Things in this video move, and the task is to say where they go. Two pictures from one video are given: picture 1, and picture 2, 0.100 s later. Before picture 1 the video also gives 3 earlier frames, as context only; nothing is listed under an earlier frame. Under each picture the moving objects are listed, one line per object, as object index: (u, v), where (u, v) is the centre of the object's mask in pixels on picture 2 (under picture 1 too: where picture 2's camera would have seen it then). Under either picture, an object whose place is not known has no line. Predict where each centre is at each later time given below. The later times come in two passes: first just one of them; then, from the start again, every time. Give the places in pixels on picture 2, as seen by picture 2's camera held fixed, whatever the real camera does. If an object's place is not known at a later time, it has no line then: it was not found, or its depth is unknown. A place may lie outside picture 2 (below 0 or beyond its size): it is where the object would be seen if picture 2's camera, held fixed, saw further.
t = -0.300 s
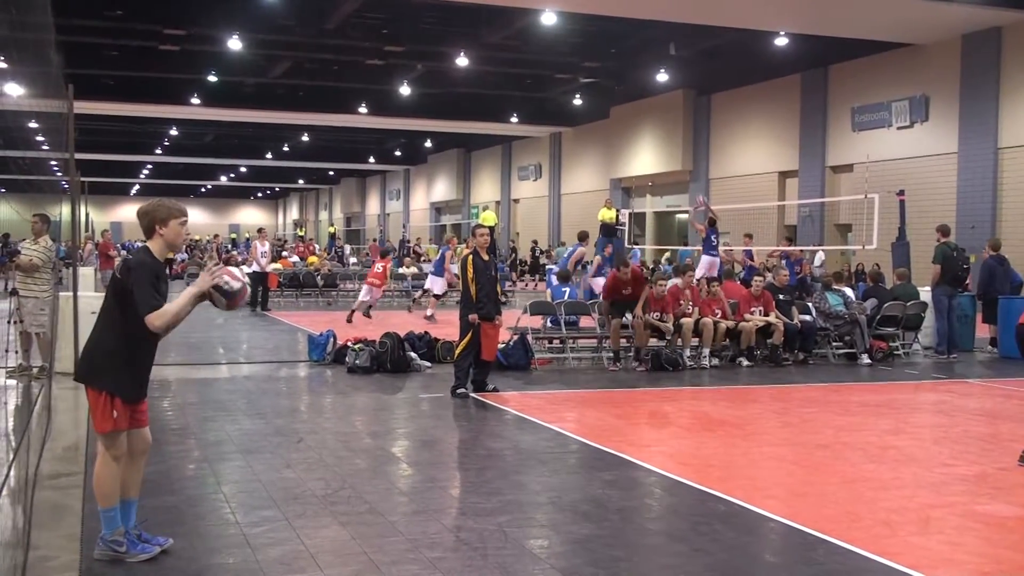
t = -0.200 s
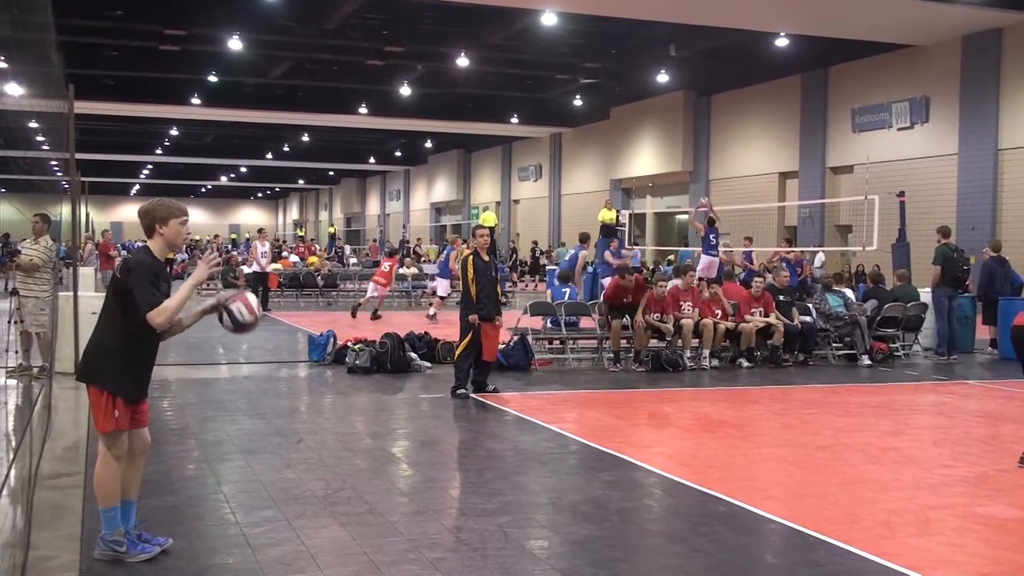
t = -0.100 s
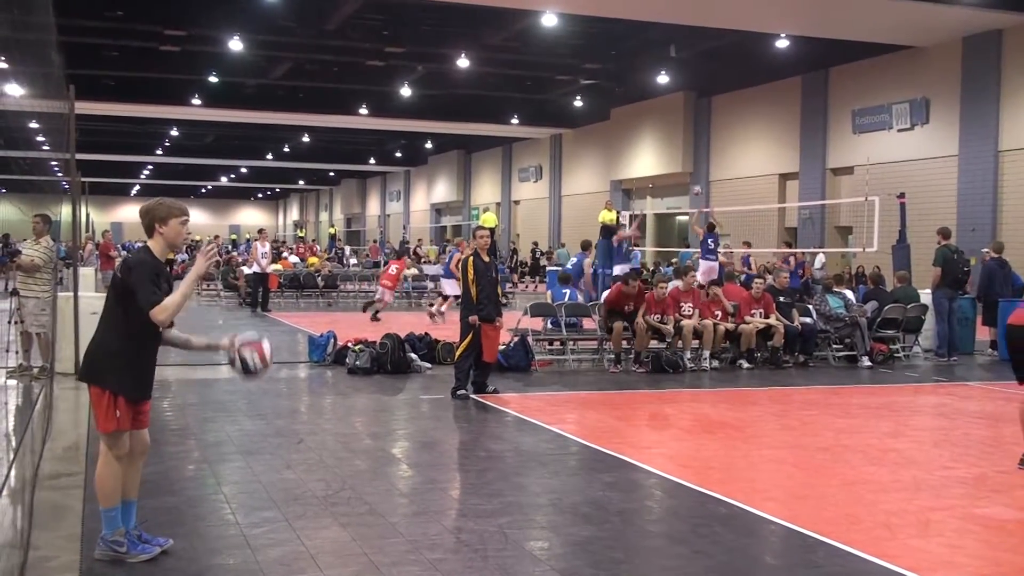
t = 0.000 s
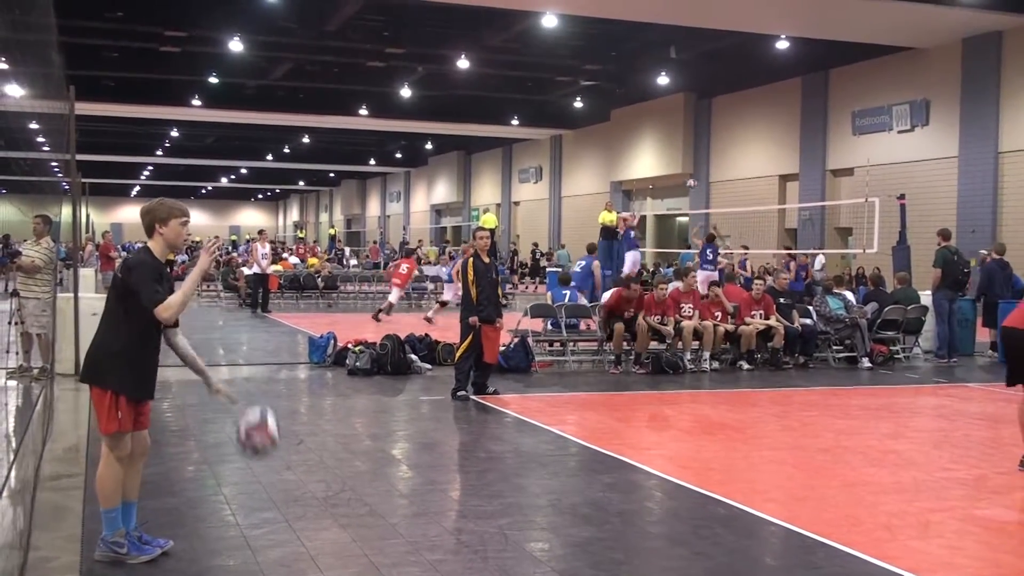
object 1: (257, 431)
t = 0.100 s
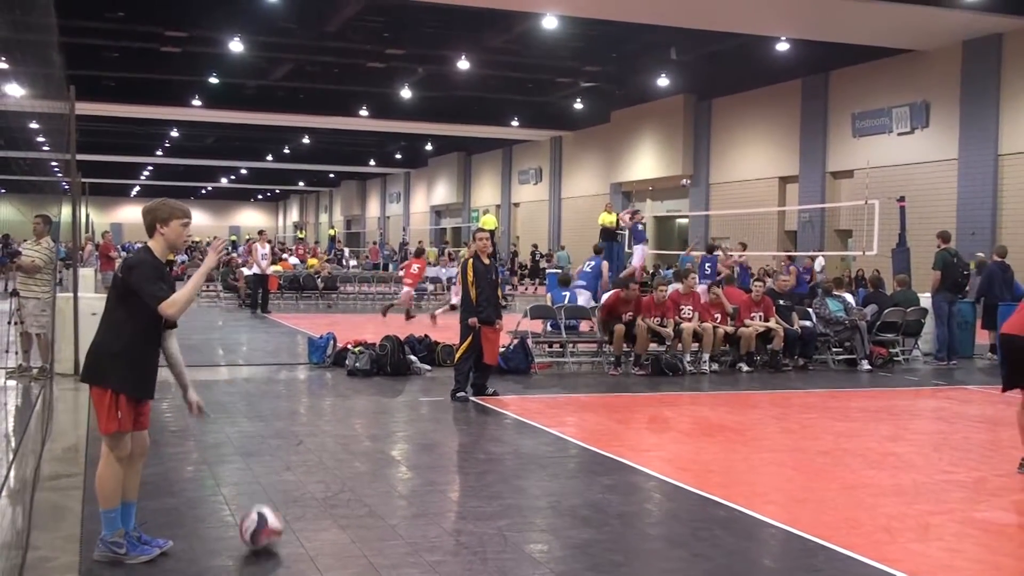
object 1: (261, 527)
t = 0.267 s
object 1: (257, 419)
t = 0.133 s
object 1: (260, 505)
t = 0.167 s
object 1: (259, 481)
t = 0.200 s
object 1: (258, 458)
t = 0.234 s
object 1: (258, 438)
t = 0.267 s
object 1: (257, 419)
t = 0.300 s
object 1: (257, 403)
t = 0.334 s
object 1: (255, 391)
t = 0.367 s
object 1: (255, 378)
